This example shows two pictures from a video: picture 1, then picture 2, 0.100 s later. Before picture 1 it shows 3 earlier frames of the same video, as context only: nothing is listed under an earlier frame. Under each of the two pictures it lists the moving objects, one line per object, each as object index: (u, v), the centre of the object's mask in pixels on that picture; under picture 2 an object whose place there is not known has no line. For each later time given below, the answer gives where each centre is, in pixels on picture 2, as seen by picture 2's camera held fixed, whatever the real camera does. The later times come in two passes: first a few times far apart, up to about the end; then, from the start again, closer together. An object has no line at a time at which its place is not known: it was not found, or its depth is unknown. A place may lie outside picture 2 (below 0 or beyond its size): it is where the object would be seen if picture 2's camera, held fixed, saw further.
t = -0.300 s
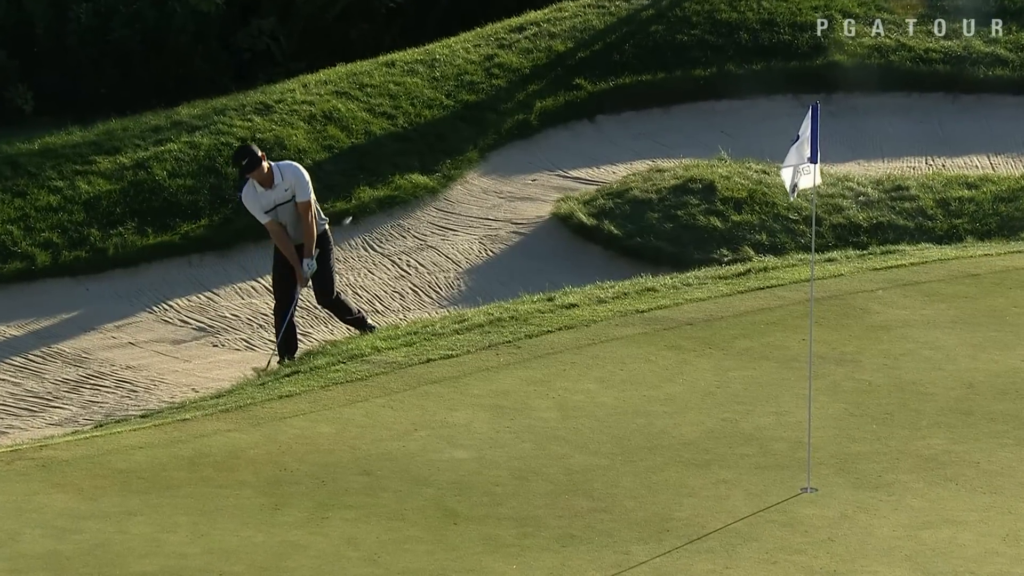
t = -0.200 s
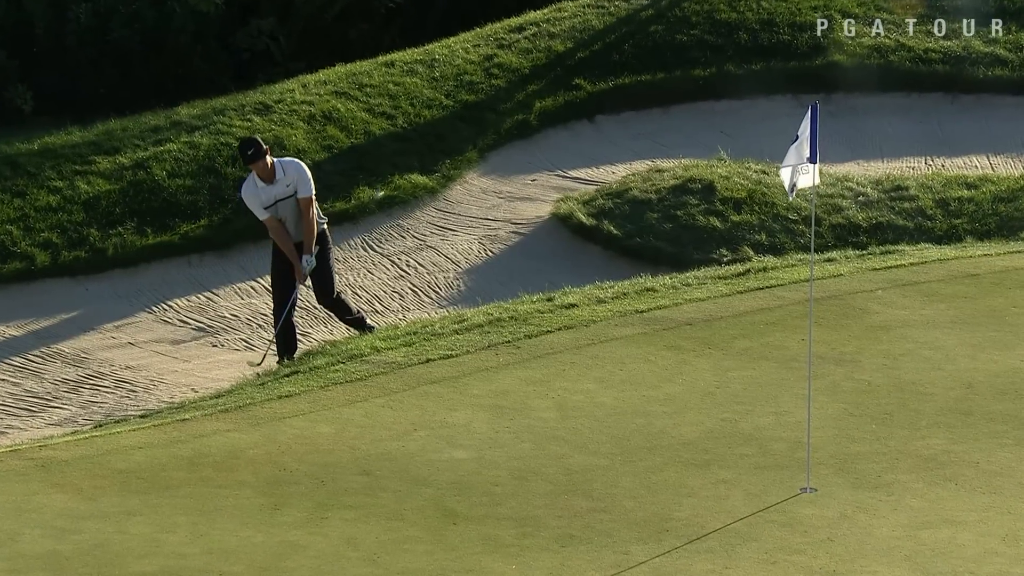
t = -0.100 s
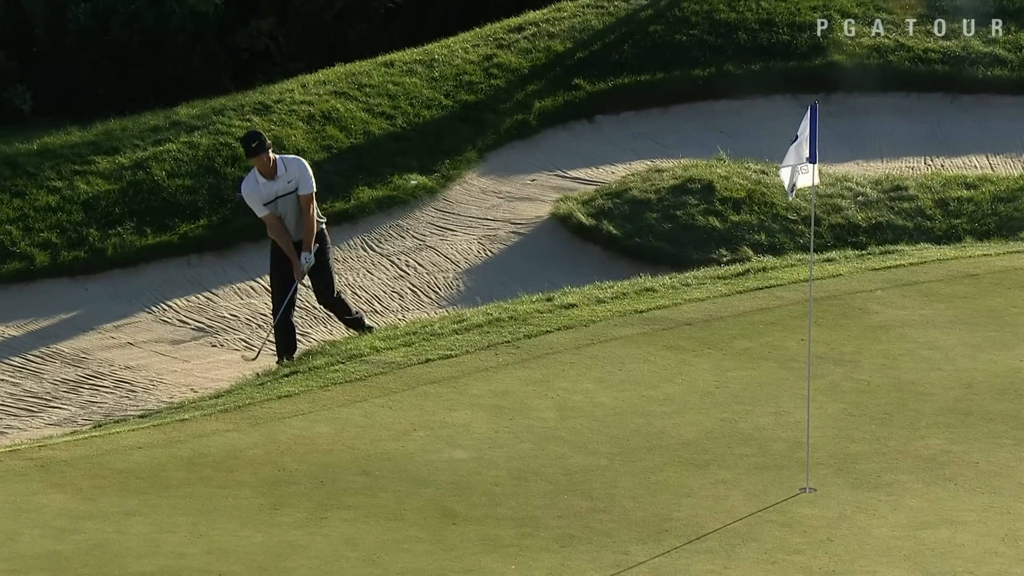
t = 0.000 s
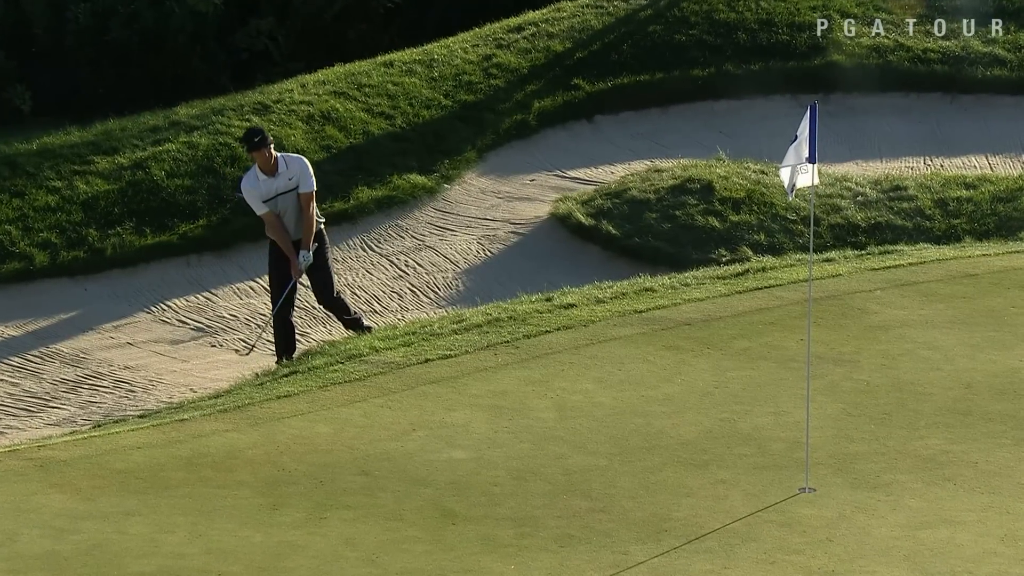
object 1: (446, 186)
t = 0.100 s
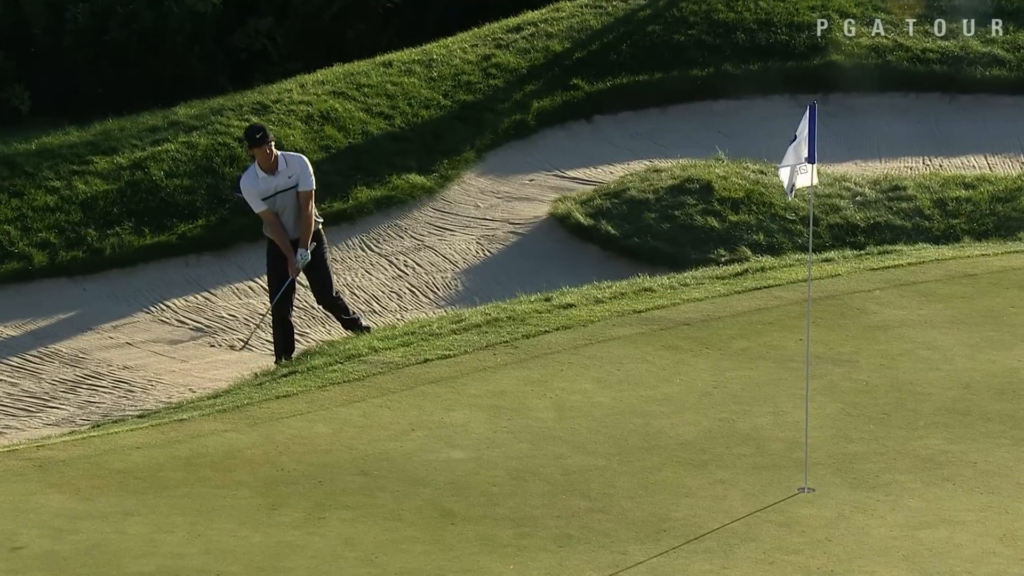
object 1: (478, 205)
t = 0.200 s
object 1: (514, 239)
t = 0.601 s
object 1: (632, 419)
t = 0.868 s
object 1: (670, 451)
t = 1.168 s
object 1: (722, 466)
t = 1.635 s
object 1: (796, 489)
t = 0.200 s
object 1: (514, 239)
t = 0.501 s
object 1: (612, 430)
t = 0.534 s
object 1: (621, 422)
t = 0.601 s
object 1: (632, 419)
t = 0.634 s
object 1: (637, 419)
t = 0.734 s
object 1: (653, 432)
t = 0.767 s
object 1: (655, 444)
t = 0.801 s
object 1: (659, 445)
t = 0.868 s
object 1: (670, 451)
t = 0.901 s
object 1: (677, 452)
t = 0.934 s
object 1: (683, 453)
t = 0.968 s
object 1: (688, 455)
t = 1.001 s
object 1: (694, 457)
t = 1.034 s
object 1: (698, 459)
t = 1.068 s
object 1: (705, 461)
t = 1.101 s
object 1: (711, 461)
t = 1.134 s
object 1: (717, 464)
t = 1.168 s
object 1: (722, 466)
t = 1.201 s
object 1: (727, 468)
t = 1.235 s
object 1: (733, 469)
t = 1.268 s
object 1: (739, 470)
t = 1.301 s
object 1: (743, 473)
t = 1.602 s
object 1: (790, 487)
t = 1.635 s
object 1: (796, 489)
